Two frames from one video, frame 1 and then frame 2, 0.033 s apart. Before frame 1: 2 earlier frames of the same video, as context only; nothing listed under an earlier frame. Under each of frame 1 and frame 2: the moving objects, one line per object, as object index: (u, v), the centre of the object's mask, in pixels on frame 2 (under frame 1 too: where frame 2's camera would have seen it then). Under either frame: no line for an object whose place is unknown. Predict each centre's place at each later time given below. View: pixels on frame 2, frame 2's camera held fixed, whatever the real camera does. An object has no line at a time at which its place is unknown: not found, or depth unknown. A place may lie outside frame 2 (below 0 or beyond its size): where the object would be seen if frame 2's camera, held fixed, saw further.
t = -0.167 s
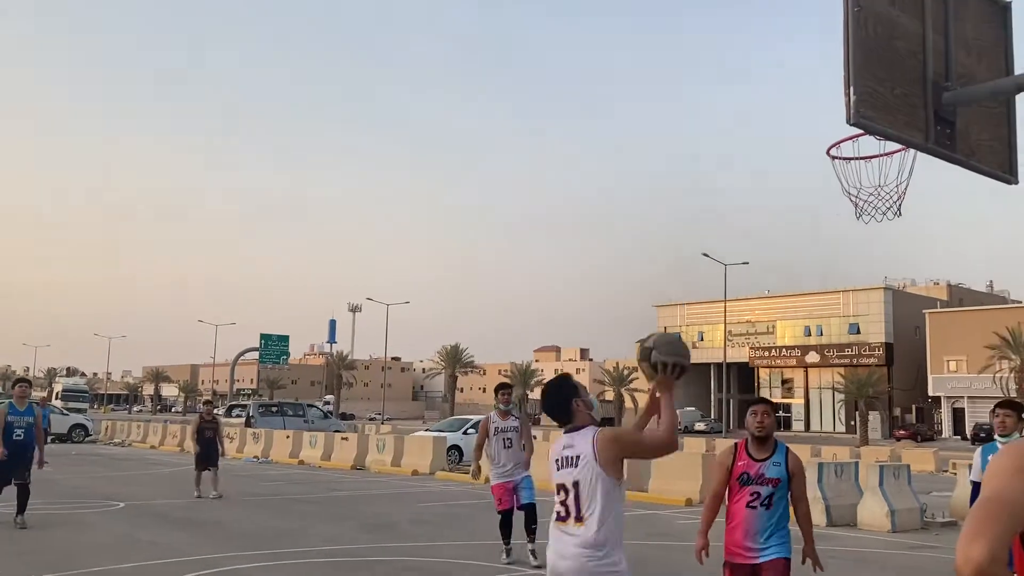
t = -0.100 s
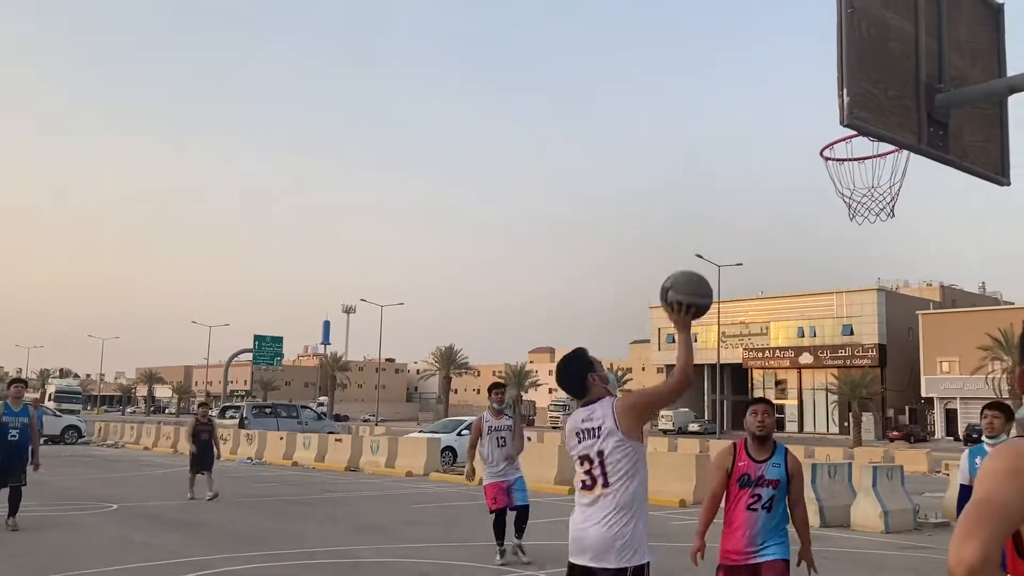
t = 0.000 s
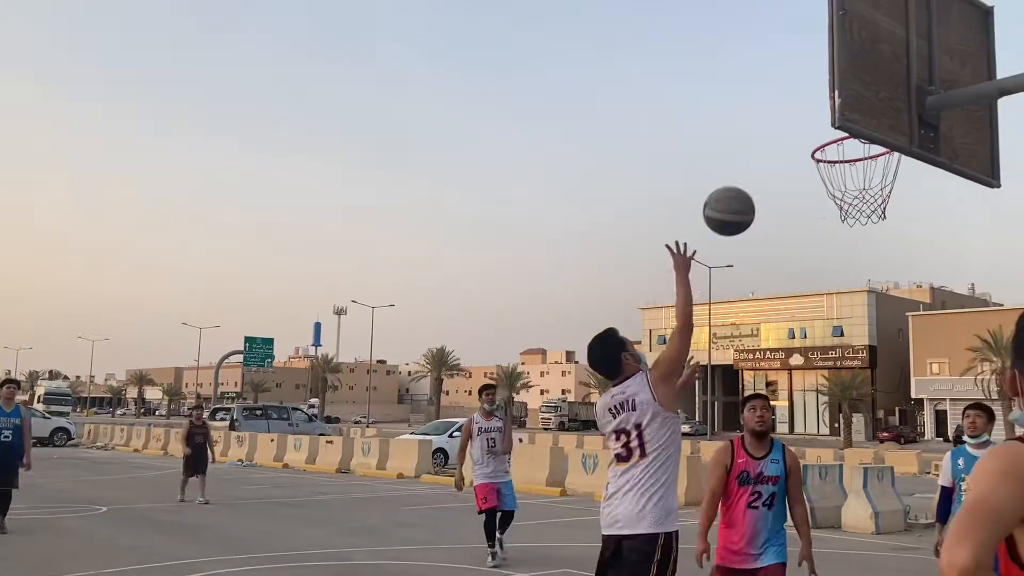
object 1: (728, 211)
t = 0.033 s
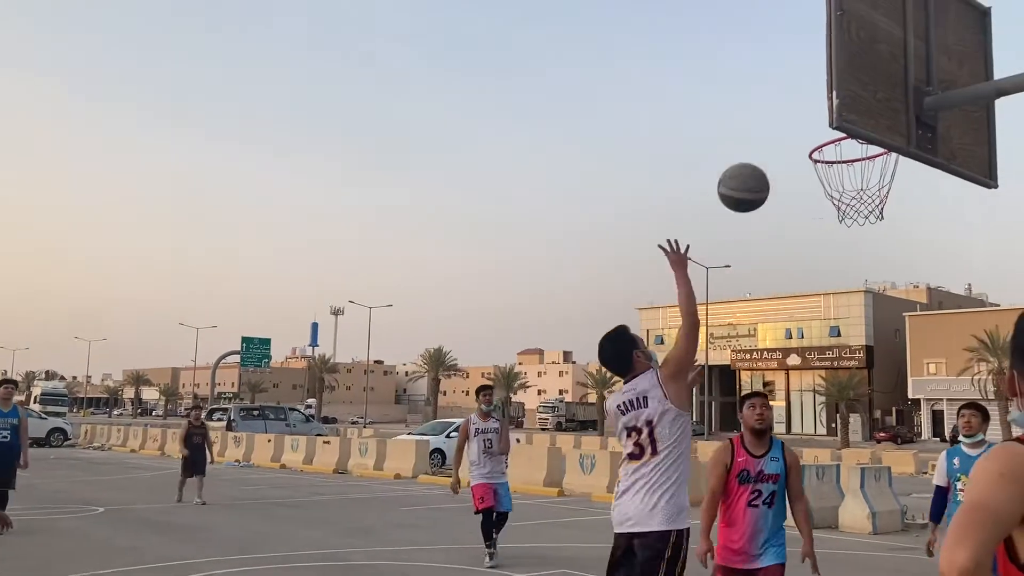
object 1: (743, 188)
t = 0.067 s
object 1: (759, 167)
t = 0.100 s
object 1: (774, 147)
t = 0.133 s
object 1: (788, 131)
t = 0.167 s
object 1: (804, 118)
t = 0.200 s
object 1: (813, 107)
